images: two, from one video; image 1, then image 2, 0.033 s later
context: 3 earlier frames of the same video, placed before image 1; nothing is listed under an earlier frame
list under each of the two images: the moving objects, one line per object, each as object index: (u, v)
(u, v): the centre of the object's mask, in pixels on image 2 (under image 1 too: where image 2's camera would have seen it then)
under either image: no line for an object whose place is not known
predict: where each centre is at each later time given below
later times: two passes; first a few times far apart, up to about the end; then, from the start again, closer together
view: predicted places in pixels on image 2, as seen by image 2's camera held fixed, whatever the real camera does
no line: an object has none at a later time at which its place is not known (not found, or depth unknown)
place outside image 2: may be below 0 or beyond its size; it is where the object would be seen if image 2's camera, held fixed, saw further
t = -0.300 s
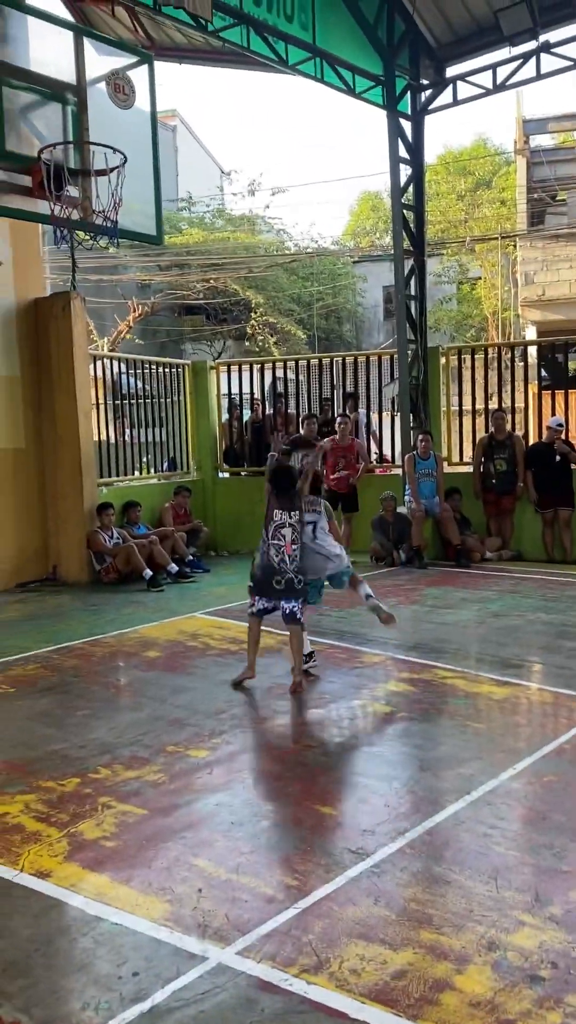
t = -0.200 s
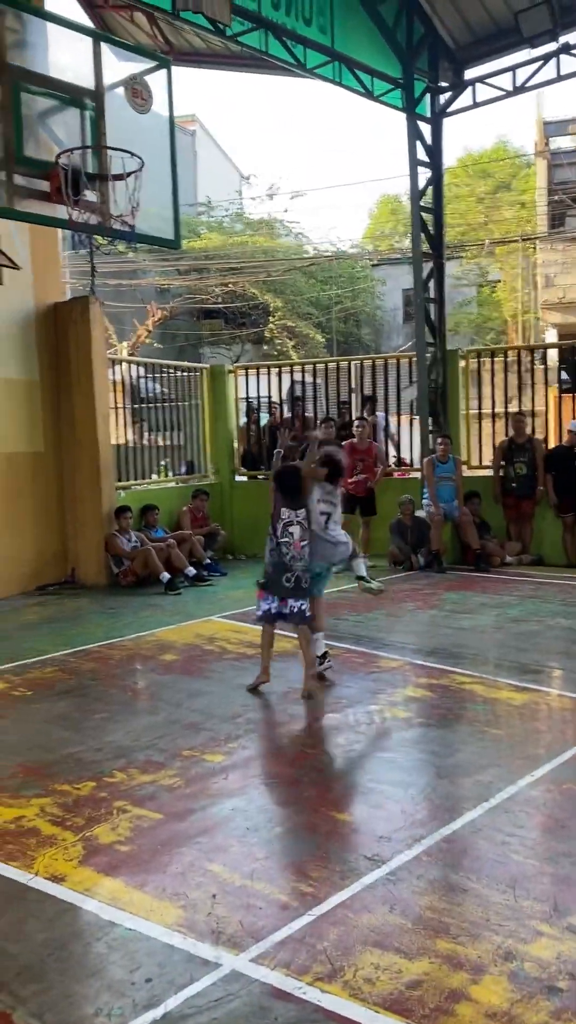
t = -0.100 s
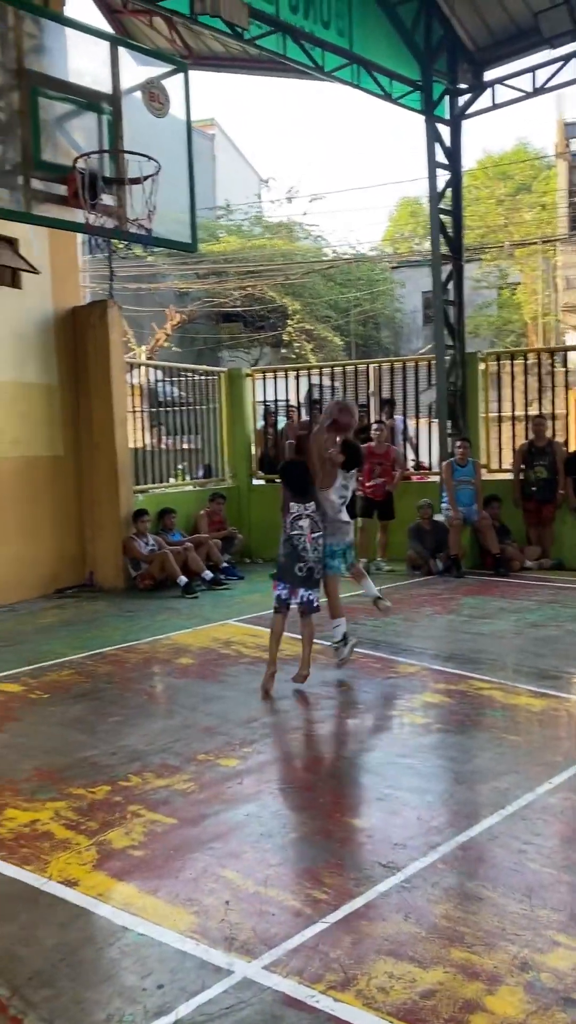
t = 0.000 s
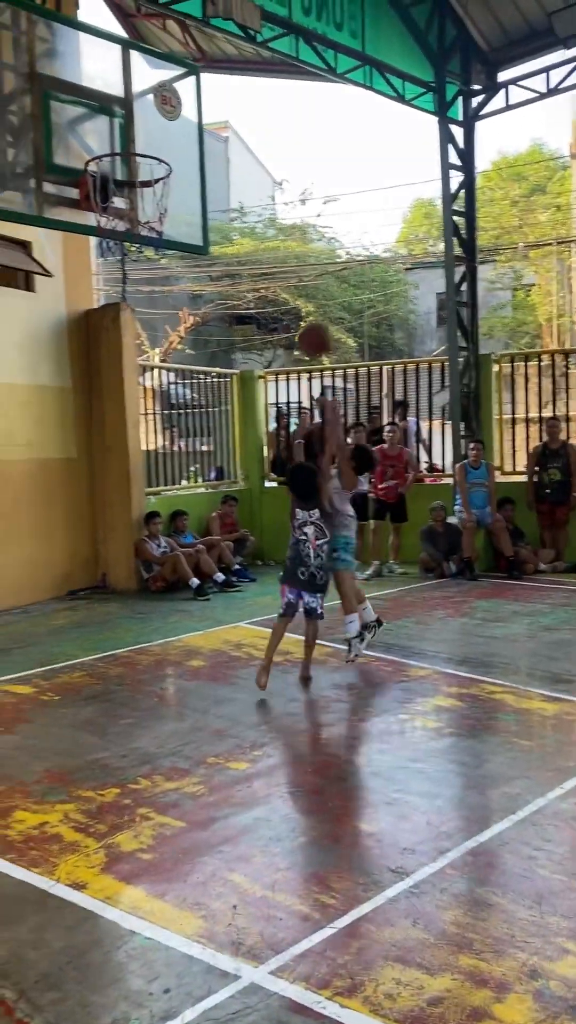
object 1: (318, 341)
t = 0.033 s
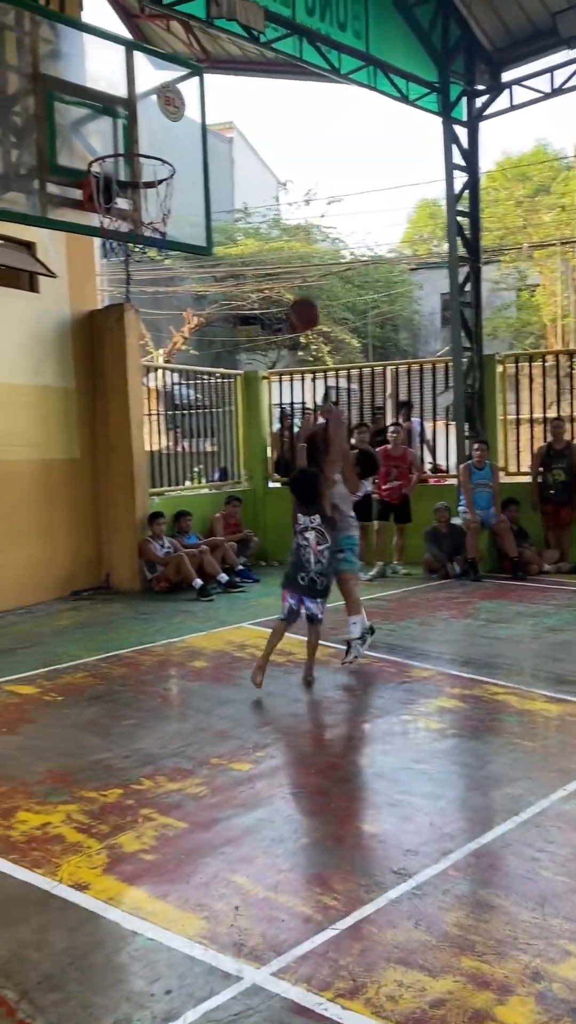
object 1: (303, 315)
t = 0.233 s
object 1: (211, 195)
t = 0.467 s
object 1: (176, 139)
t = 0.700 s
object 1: (197, 160)
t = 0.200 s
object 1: (227, 210)
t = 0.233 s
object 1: (211, 195)
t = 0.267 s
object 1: (195, 181)
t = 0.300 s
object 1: (181, 168)
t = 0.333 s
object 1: (173, 159)
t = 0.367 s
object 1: (174, 151)
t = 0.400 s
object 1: (174, 146)
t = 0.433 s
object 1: (175, 142)
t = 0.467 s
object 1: (176, 139)
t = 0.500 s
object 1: (177, 139)
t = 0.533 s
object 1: (179, 140)
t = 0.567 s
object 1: (181, 143)
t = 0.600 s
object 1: (182, 148)
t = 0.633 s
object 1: (184, 155)
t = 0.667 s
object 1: (190, 157)
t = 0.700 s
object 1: (197, 160)
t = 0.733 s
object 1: (203, 165)
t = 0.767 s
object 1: (210, 173)
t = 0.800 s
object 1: (217, 182)
